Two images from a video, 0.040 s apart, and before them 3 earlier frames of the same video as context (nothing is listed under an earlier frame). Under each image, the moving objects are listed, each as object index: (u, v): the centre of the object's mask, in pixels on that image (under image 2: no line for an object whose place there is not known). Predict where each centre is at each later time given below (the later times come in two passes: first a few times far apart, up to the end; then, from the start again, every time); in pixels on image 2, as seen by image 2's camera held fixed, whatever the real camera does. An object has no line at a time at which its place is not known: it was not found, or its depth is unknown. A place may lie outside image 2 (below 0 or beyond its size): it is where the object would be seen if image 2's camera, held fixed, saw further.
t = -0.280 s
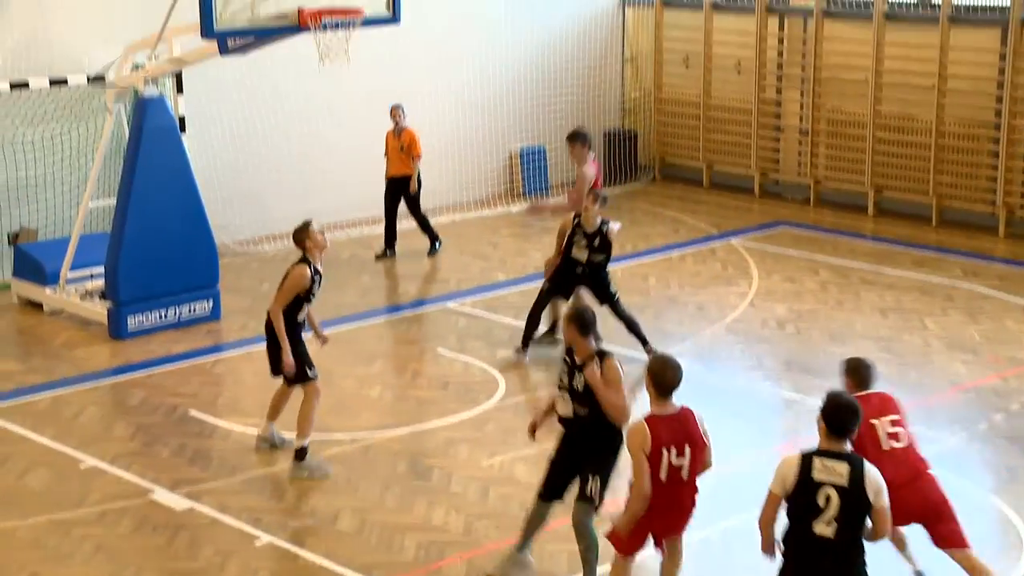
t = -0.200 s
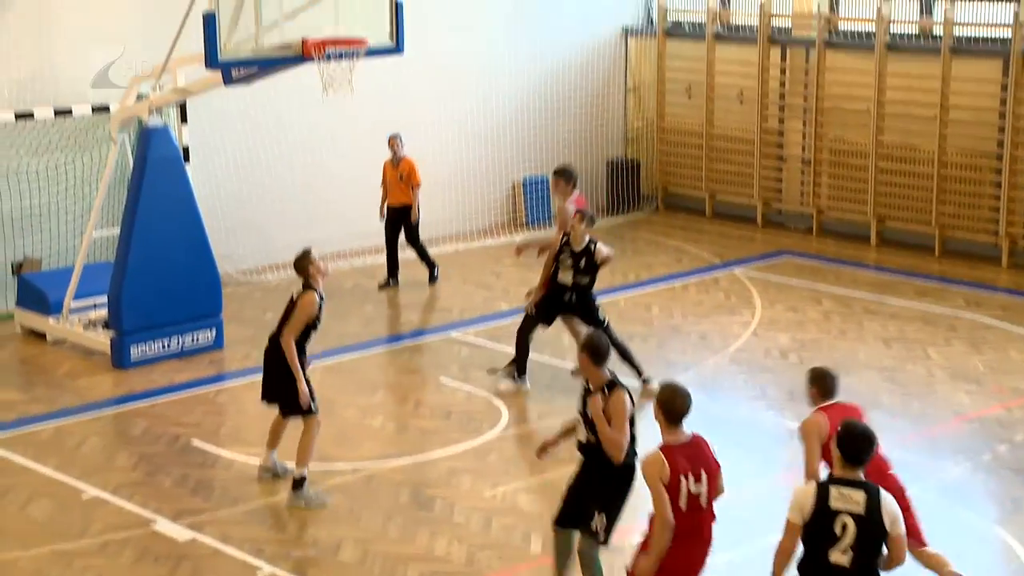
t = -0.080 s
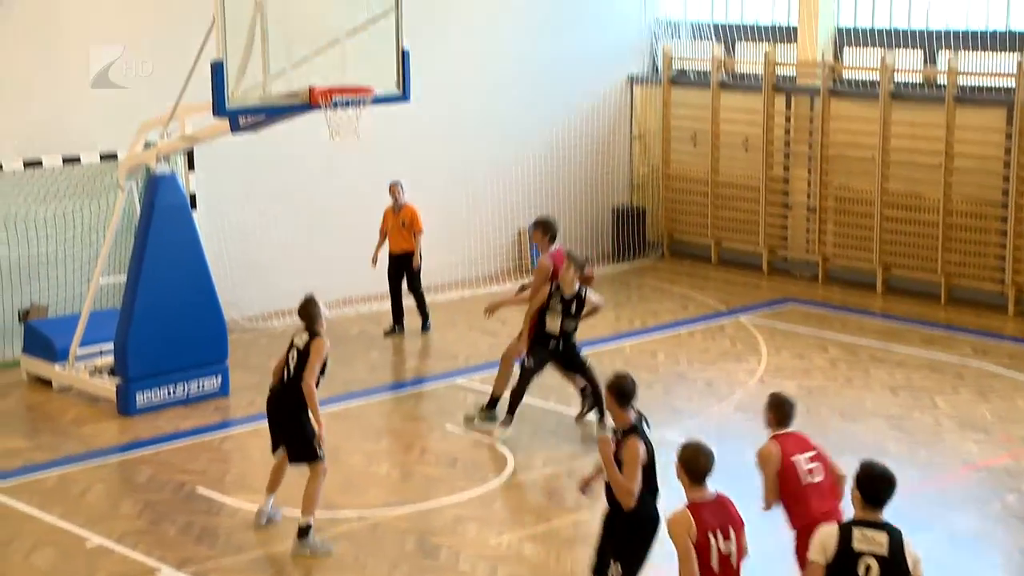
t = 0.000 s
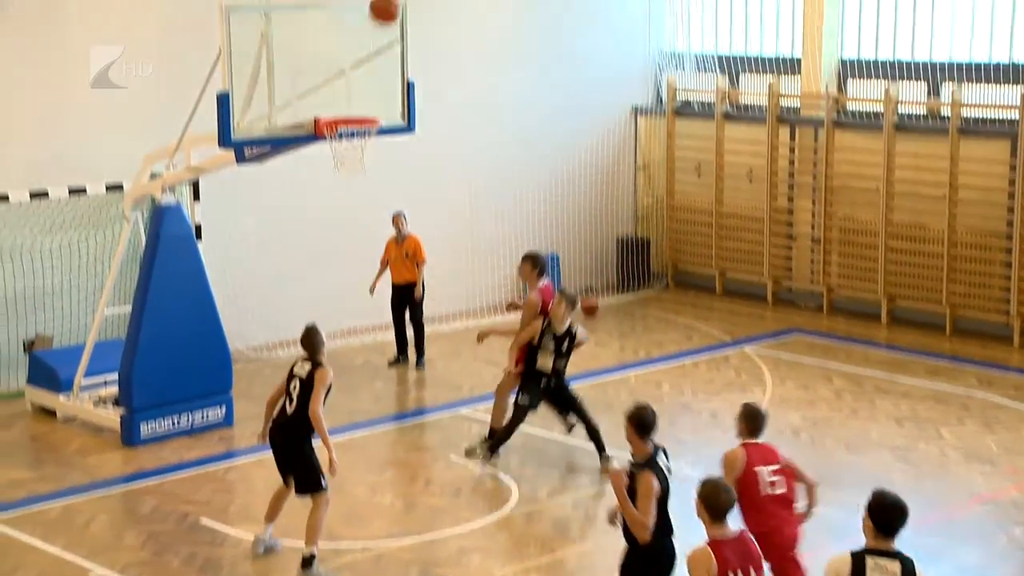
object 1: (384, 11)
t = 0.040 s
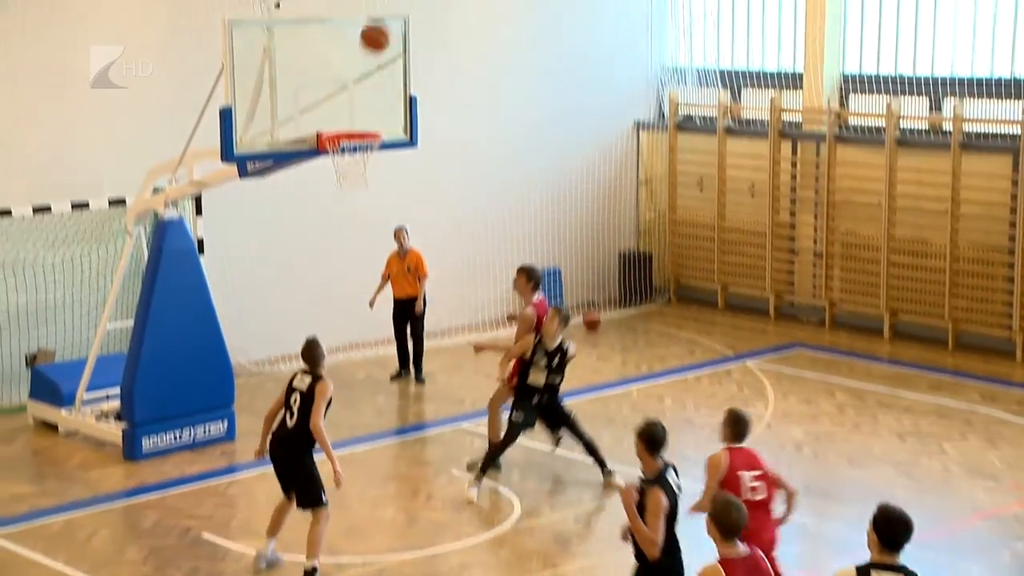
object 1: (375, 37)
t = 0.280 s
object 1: (334, 104)
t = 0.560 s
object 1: (396, 46)
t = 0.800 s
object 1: (459, 75)
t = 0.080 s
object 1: (364, 52)
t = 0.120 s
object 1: (353, 70)
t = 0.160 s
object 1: (343, 87)
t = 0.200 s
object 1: (334, 108)
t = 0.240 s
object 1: (327, 121)
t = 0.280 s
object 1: (334, 104)
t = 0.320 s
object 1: (340, 88)
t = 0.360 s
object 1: (345, 75)
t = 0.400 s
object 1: (355, 66)
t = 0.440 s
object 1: (365, 58)
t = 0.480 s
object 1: (375, 52)
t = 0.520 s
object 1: (386, 48)
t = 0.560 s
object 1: (396, 46)
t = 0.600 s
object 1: (407, 46)
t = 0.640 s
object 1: (417, 47)
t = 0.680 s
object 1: (428, 51)
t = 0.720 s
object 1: (438, 58)
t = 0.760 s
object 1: (448, 65)
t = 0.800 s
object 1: (459, 75)
